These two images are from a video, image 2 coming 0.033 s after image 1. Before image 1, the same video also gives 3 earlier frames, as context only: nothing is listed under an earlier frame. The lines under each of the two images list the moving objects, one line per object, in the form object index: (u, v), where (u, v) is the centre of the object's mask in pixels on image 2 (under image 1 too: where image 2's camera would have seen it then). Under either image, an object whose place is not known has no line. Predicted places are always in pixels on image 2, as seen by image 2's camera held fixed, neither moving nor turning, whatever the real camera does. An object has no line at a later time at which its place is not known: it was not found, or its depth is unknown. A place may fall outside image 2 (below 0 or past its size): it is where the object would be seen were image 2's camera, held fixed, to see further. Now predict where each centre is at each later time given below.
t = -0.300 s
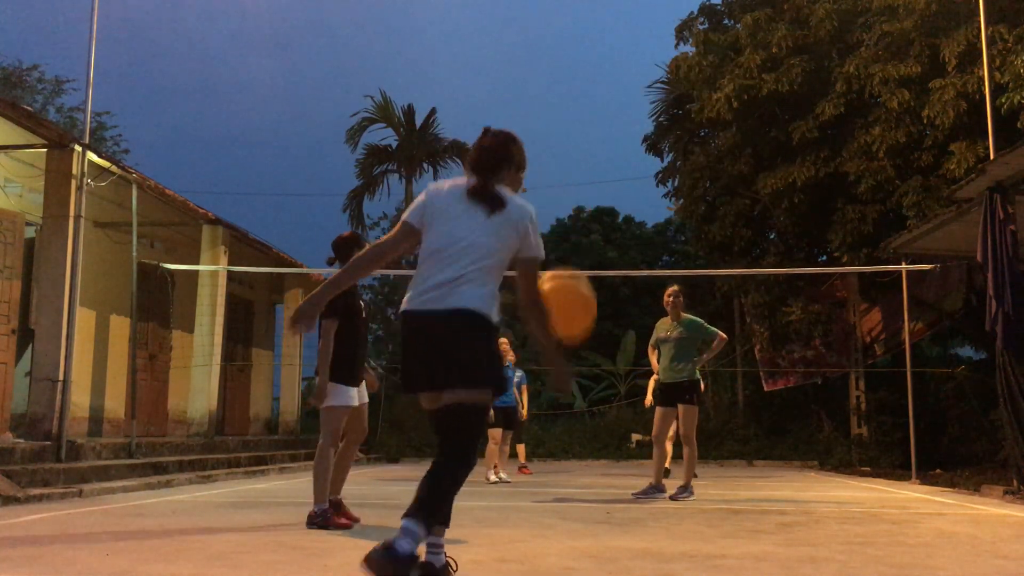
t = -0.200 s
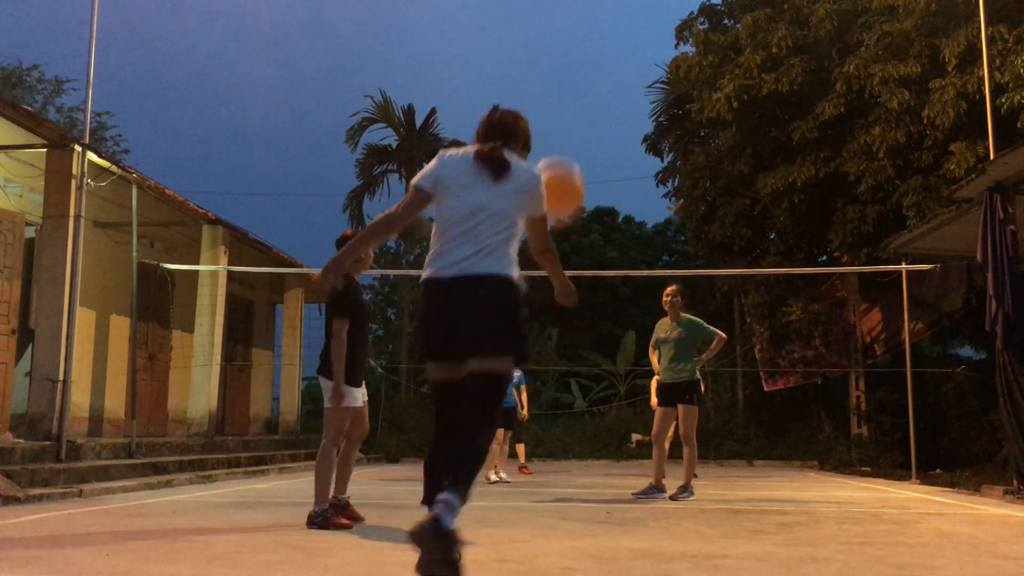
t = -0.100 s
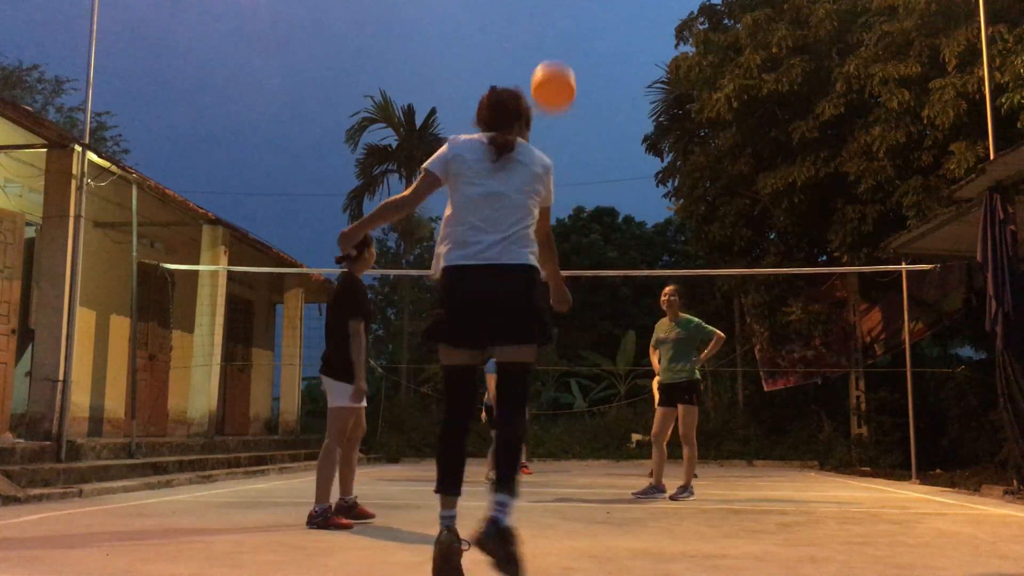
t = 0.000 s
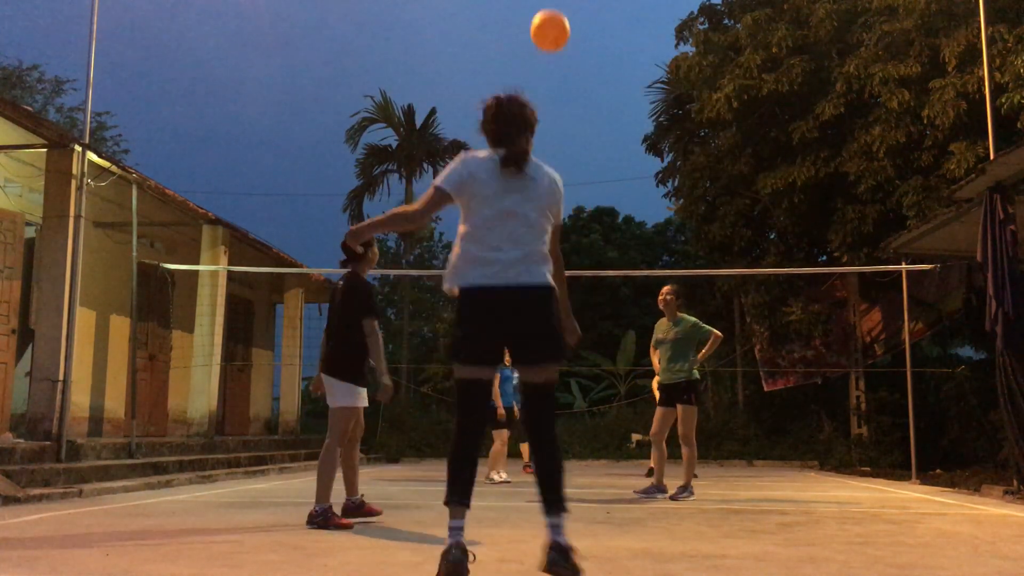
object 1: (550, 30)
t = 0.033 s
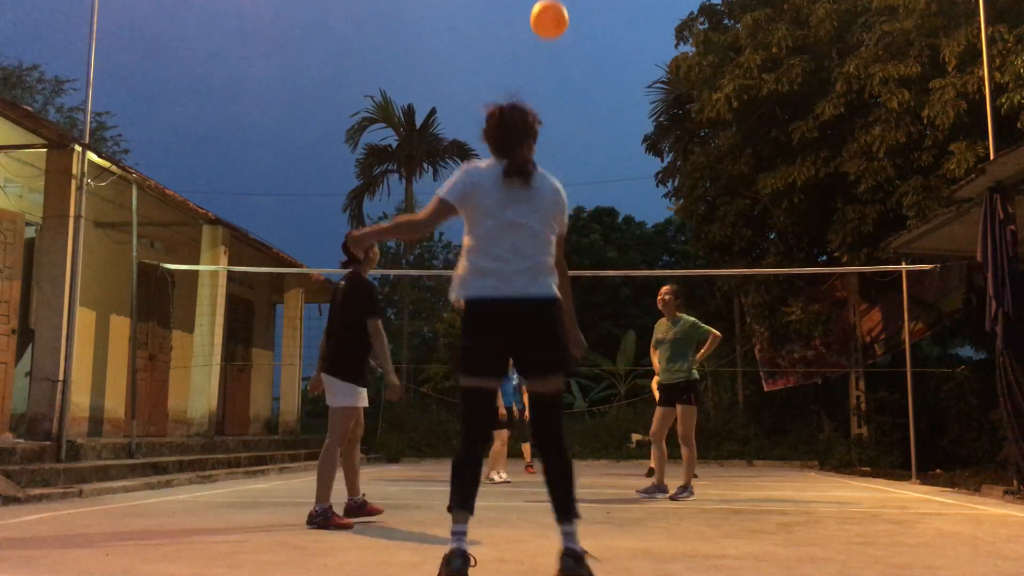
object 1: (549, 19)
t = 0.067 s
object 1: (549, 13)
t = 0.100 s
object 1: (548, 9)
